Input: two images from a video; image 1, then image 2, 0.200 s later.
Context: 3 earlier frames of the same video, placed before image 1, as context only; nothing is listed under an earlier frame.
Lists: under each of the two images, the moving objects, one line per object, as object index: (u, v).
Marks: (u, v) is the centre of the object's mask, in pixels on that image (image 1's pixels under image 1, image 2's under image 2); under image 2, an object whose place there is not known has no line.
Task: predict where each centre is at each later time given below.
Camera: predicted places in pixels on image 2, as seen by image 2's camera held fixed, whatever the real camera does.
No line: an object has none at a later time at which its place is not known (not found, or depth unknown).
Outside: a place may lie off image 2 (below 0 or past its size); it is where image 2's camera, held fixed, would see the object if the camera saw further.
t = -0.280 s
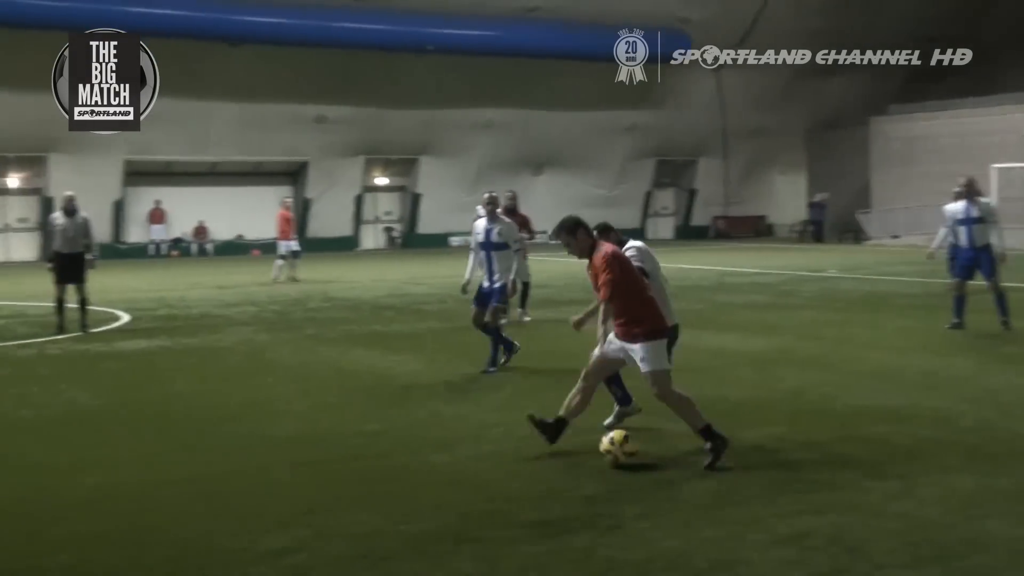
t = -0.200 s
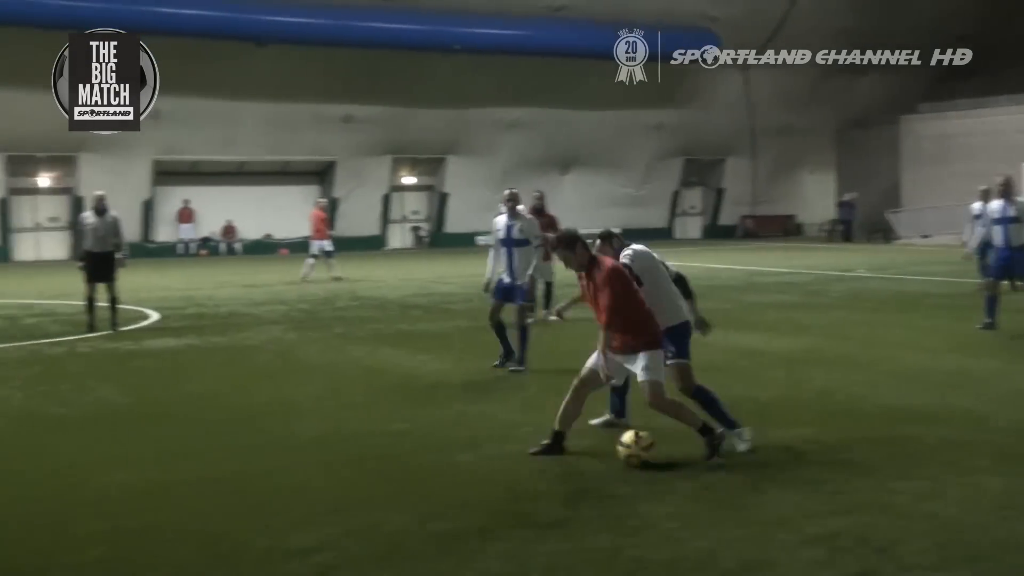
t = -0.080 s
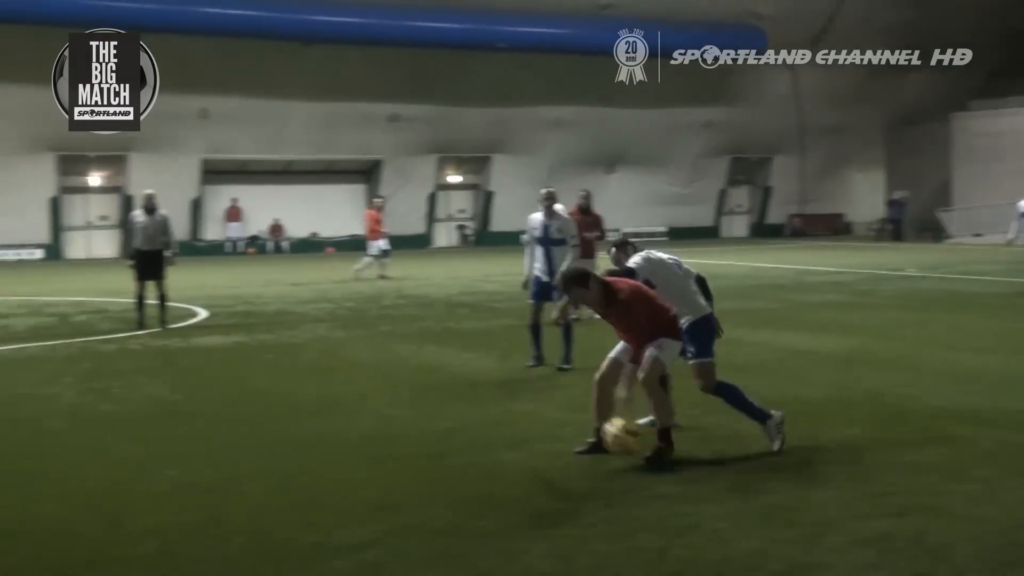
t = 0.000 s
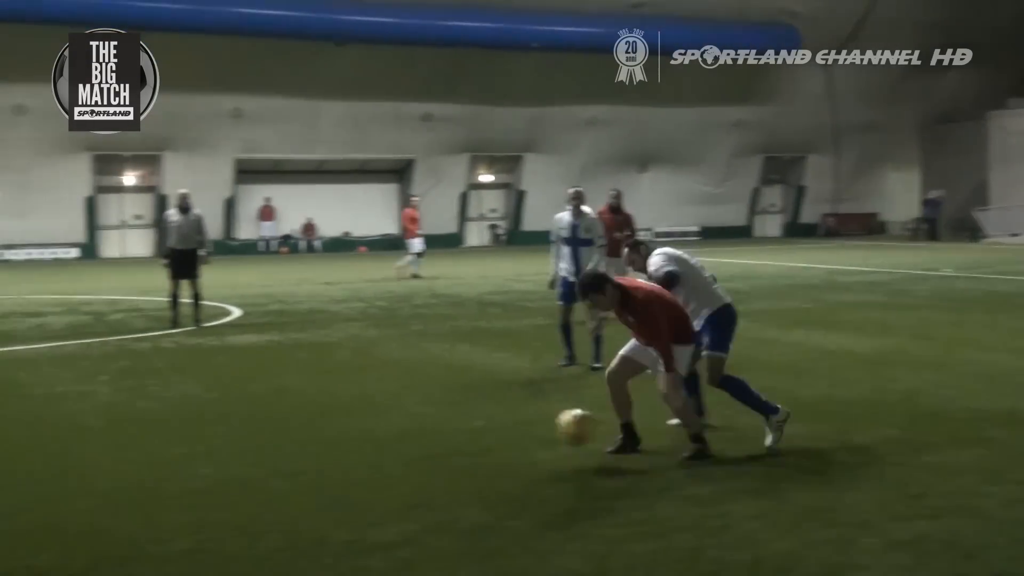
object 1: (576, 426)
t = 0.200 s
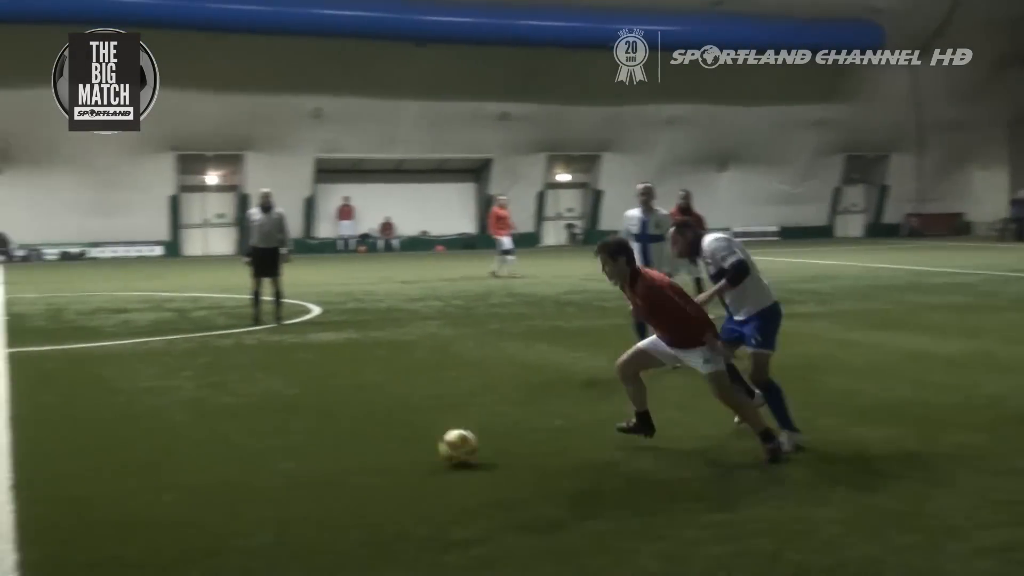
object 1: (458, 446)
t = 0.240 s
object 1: (431, 441)
